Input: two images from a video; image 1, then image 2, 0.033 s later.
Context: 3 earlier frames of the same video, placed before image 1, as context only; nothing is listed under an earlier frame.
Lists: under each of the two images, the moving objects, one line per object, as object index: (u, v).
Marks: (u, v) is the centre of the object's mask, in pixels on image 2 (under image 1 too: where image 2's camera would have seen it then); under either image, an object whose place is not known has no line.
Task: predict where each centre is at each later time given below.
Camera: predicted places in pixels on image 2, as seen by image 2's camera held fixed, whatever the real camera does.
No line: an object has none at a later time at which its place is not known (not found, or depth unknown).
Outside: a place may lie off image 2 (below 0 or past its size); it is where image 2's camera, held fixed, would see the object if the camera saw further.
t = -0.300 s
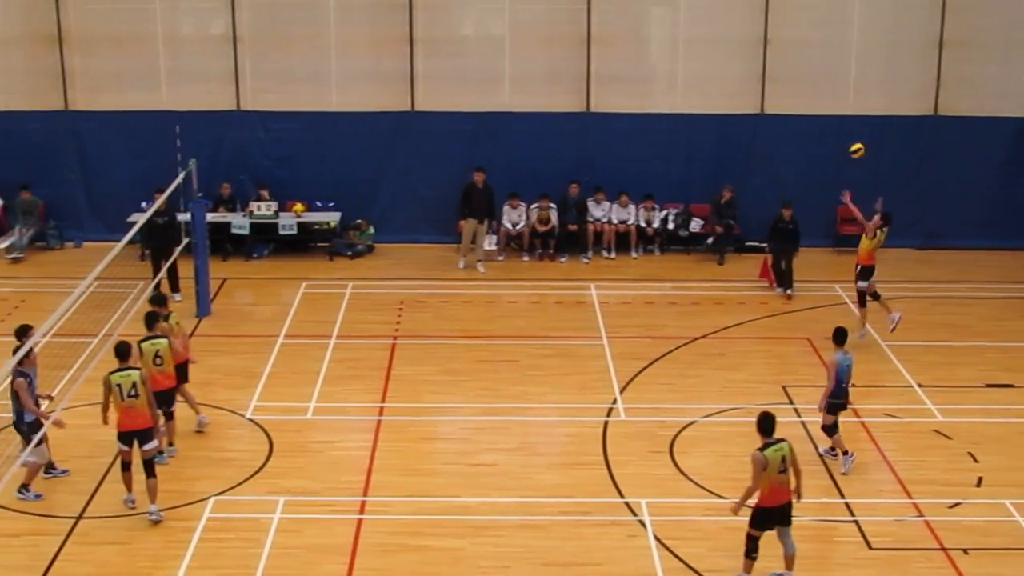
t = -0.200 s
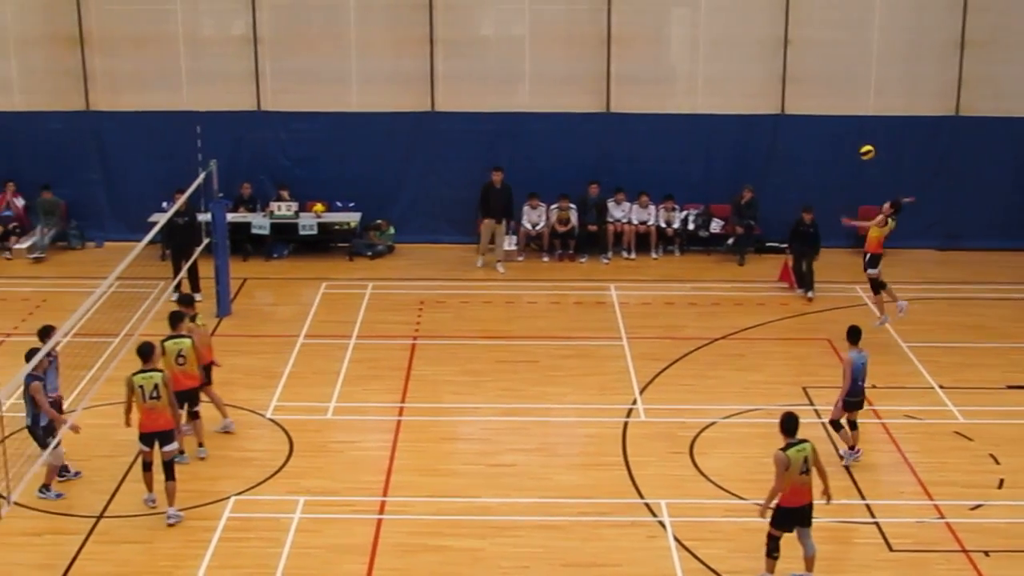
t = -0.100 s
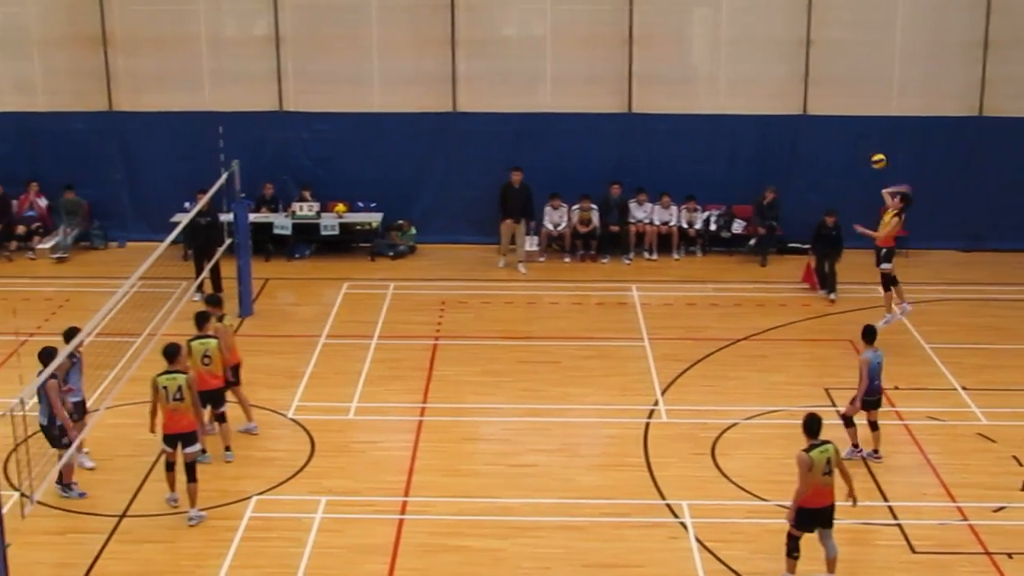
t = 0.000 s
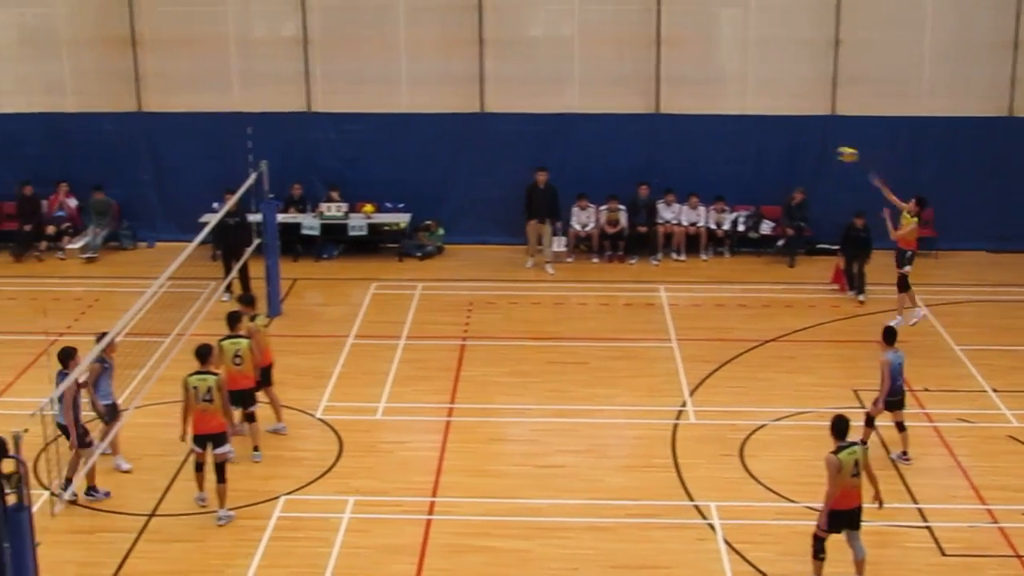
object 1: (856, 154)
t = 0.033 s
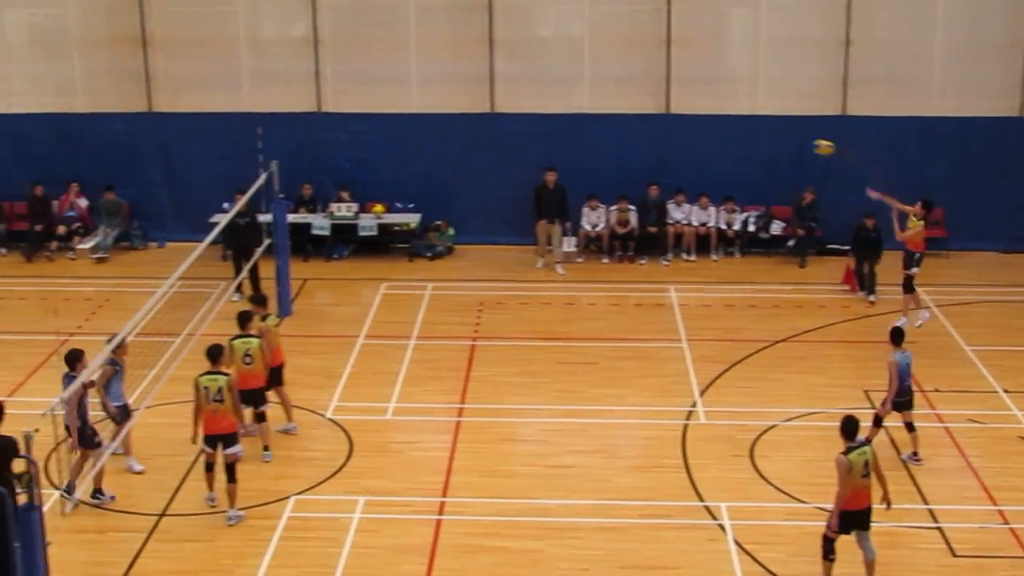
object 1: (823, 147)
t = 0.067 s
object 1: (791, 140)
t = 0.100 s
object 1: (758, 134)
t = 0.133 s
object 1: (726, 128)
